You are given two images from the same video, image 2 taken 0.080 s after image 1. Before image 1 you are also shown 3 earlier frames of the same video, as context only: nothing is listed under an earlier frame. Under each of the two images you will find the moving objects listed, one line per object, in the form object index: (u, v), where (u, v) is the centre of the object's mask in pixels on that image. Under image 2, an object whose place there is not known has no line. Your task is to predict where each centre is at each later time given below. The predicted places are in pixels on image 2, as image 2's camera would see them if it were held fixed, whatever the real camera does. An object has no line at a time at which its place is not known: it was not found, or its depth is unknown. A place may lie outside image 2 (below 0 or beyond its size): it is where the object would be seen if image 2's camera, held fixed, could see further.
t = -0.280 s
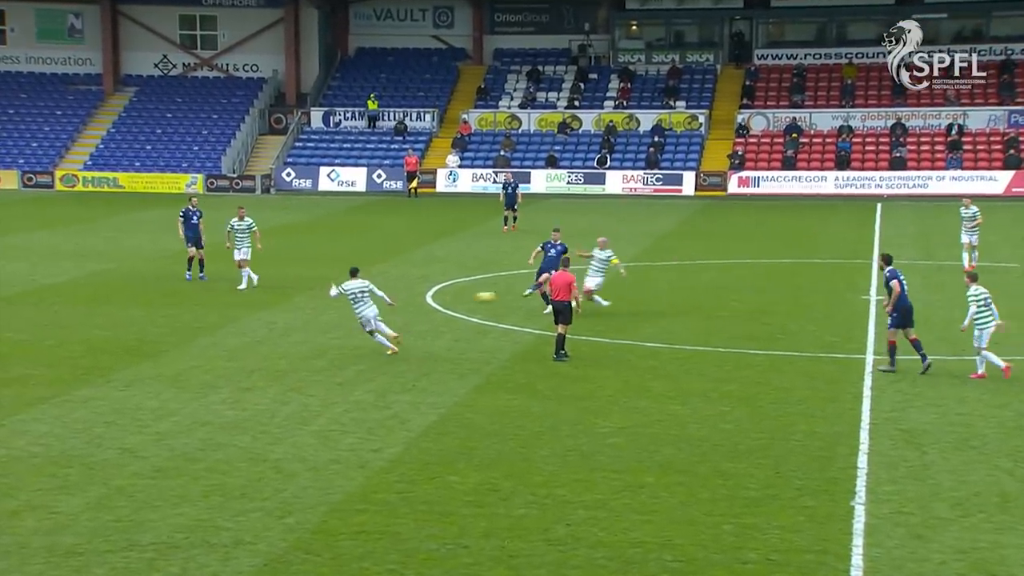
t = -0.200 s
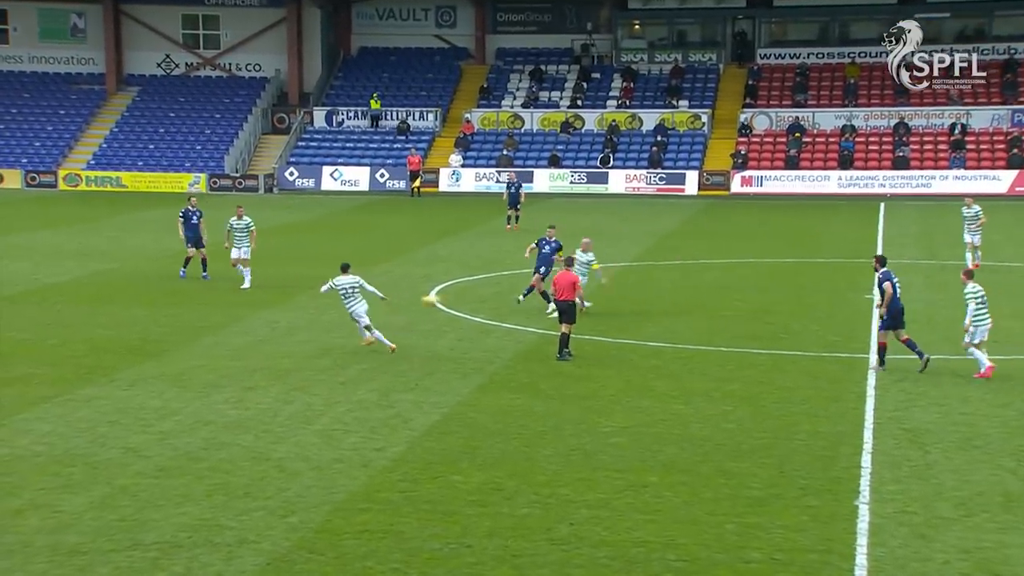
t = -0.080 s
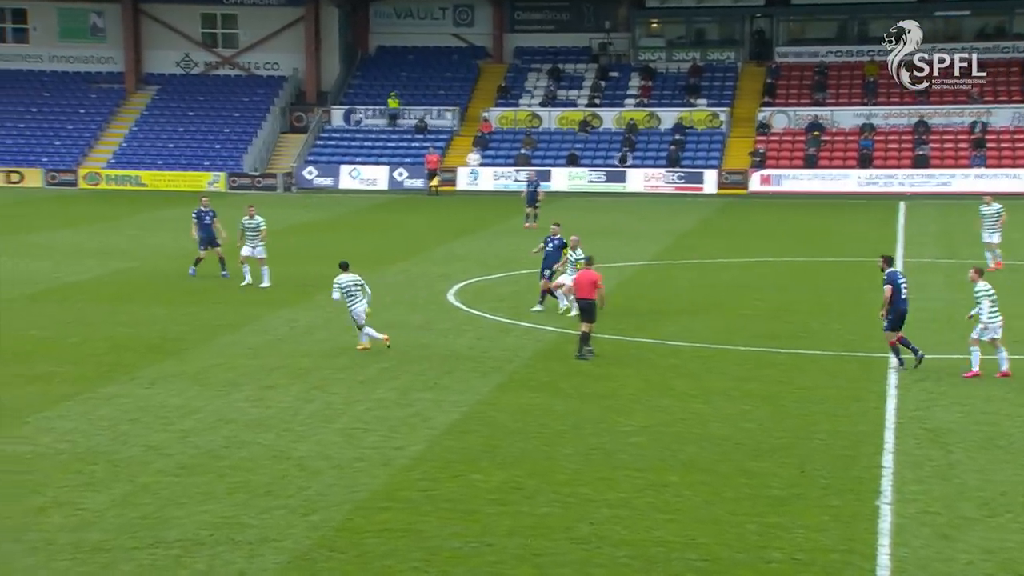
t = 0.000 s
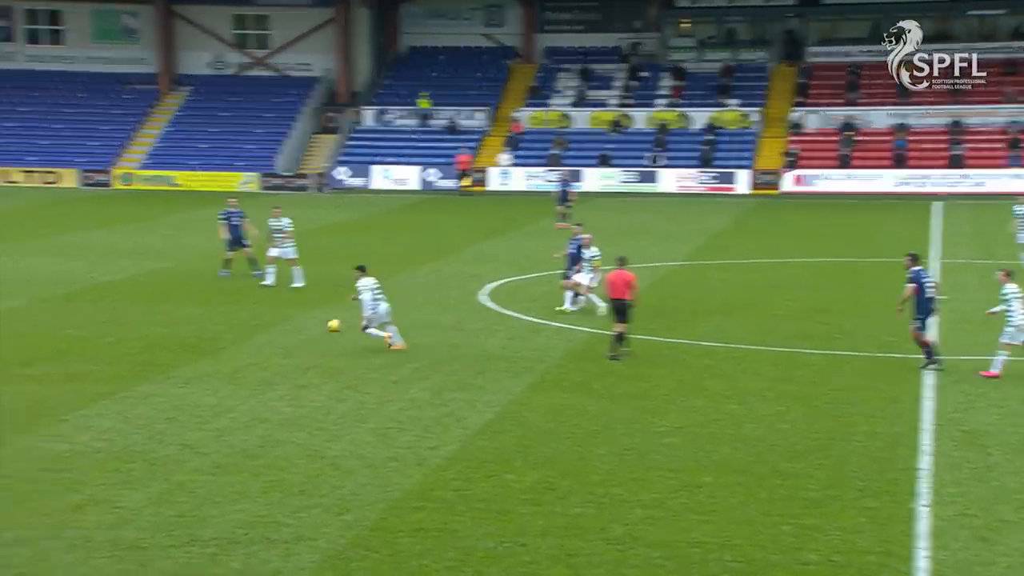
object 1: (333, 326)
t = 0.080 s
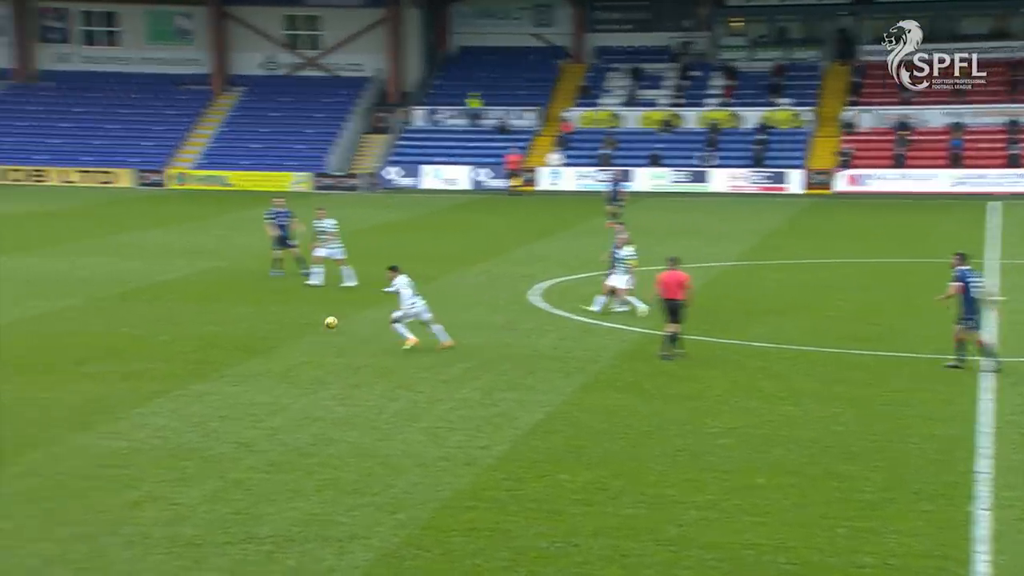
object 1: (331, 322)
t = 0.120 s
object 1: (304, 322)
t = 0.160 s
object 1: (278, 321)
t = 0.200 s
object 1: (250, 323)
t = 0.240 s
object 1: (222, 326)
